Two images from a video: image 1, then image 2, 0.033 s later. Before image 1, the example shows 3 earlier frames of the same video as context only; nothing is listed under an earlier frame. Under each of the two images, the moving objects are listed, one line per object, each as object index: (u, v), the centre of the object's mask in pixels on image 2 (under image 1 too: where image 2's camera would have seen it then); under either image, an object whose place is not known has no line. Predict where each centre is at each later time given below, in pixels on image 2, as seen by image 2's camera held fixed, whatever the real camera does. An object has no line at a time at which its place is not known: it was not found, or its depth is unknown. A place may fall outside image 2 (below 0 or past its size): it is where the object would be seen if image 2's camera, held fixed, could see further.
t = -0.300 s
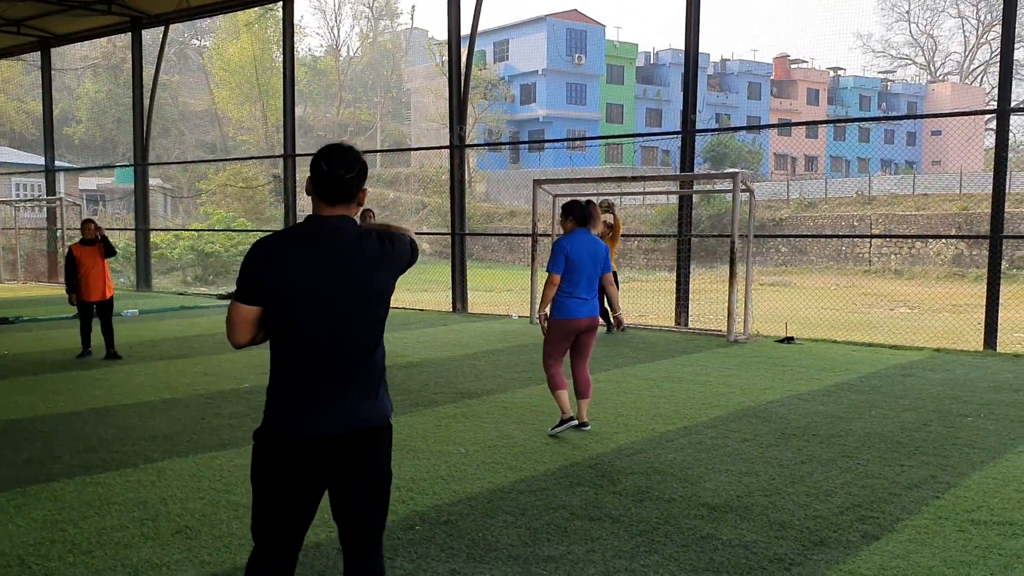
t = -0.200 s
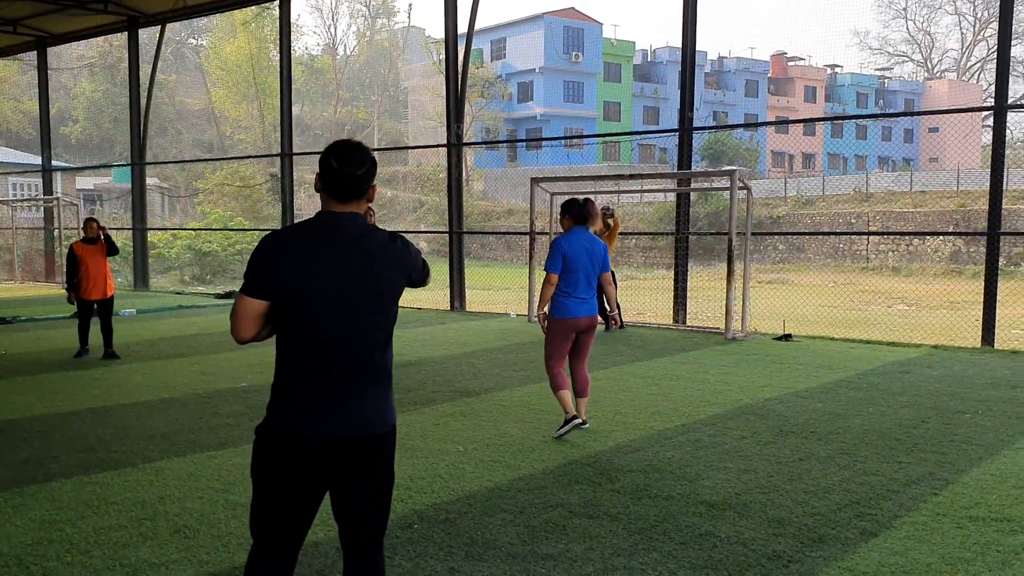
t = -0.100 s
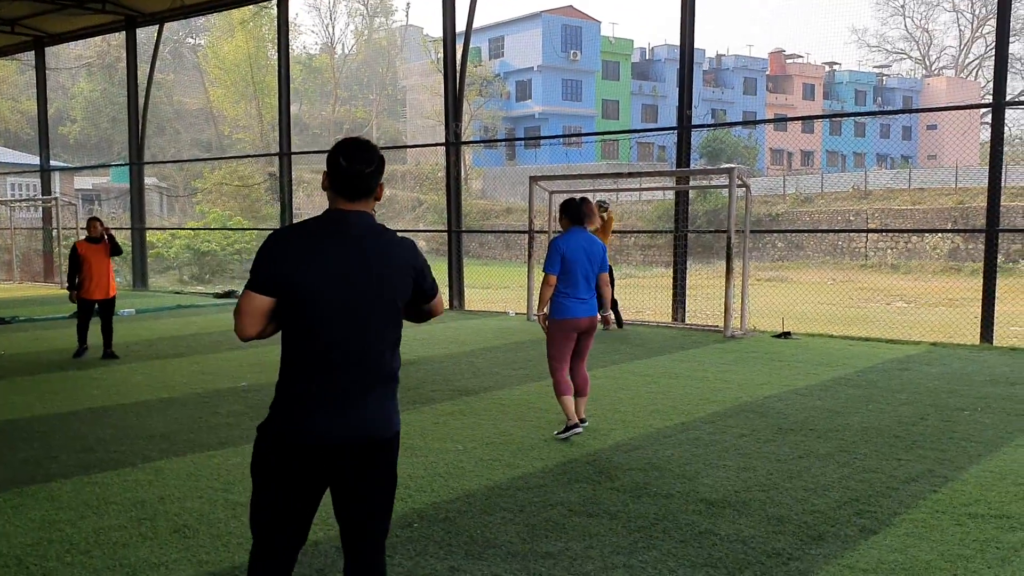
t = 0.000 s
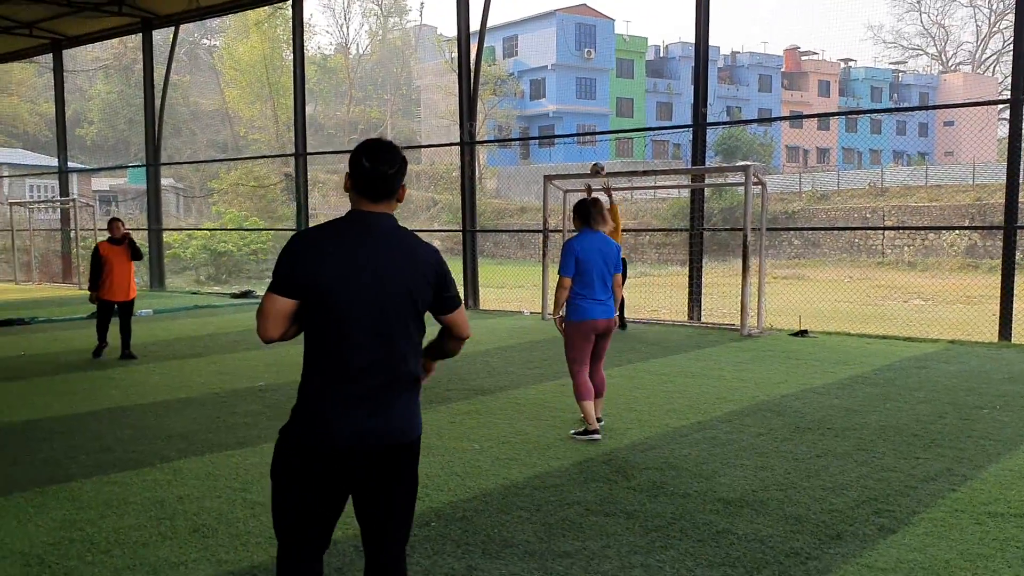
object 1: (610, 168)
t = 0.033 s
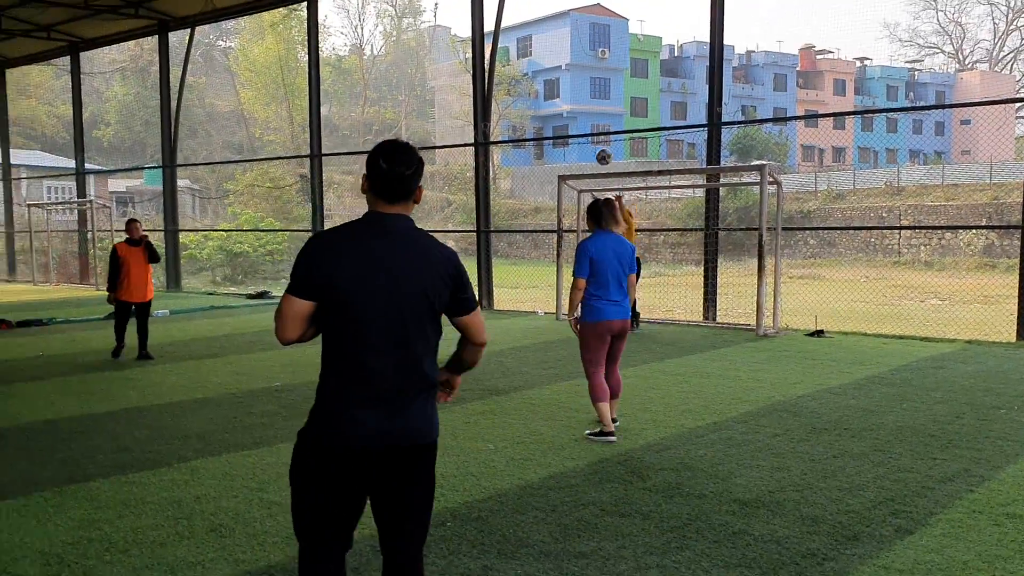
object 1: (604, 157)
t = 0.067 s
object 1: (598, 144)
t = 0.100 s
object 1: (592, 131)
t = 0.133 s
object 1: (586, 121)
